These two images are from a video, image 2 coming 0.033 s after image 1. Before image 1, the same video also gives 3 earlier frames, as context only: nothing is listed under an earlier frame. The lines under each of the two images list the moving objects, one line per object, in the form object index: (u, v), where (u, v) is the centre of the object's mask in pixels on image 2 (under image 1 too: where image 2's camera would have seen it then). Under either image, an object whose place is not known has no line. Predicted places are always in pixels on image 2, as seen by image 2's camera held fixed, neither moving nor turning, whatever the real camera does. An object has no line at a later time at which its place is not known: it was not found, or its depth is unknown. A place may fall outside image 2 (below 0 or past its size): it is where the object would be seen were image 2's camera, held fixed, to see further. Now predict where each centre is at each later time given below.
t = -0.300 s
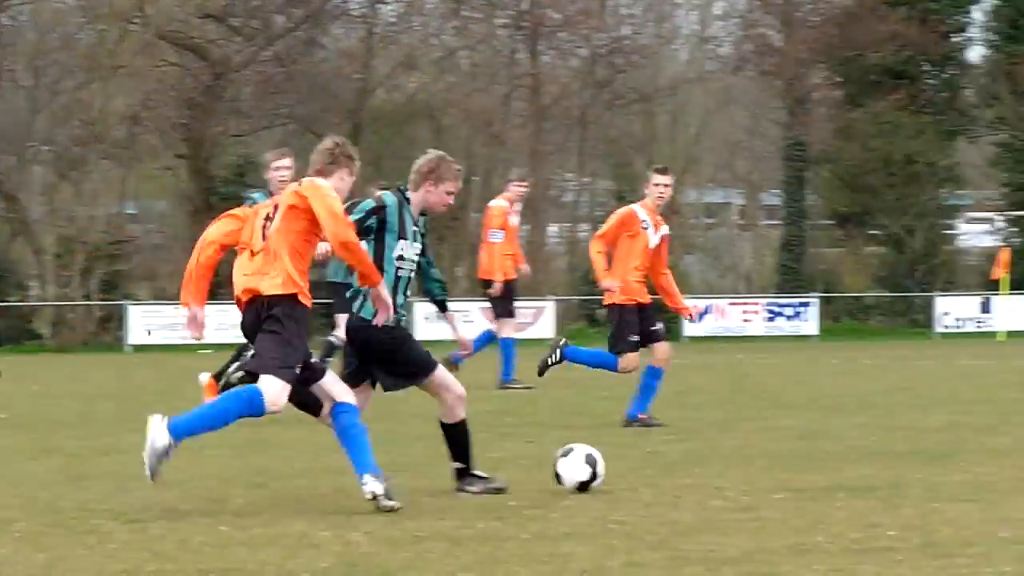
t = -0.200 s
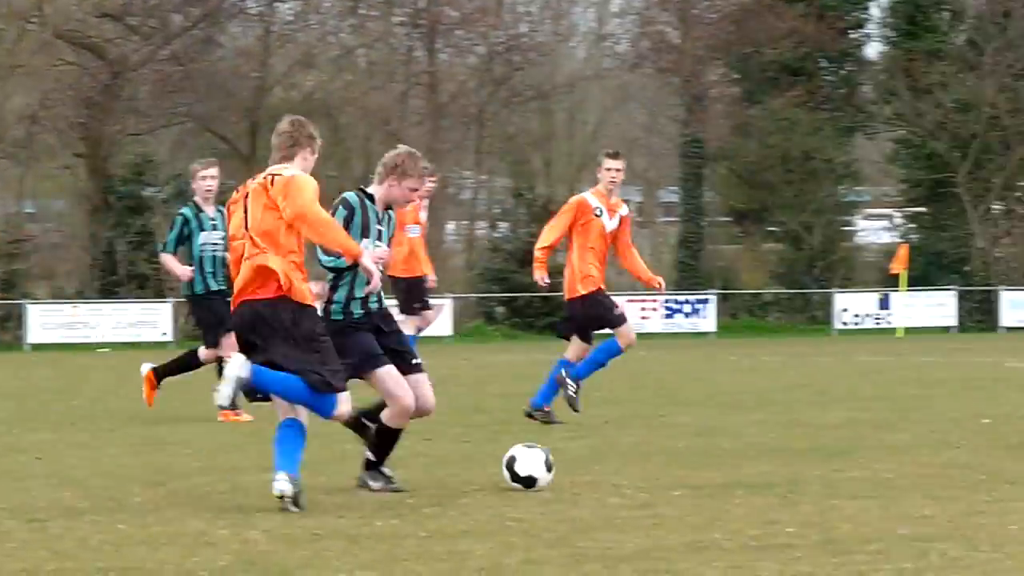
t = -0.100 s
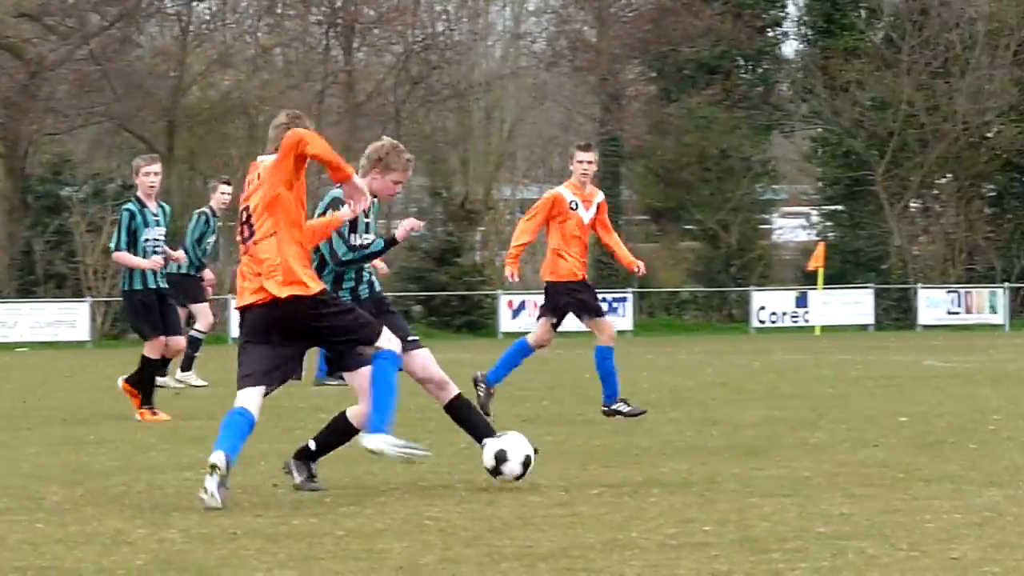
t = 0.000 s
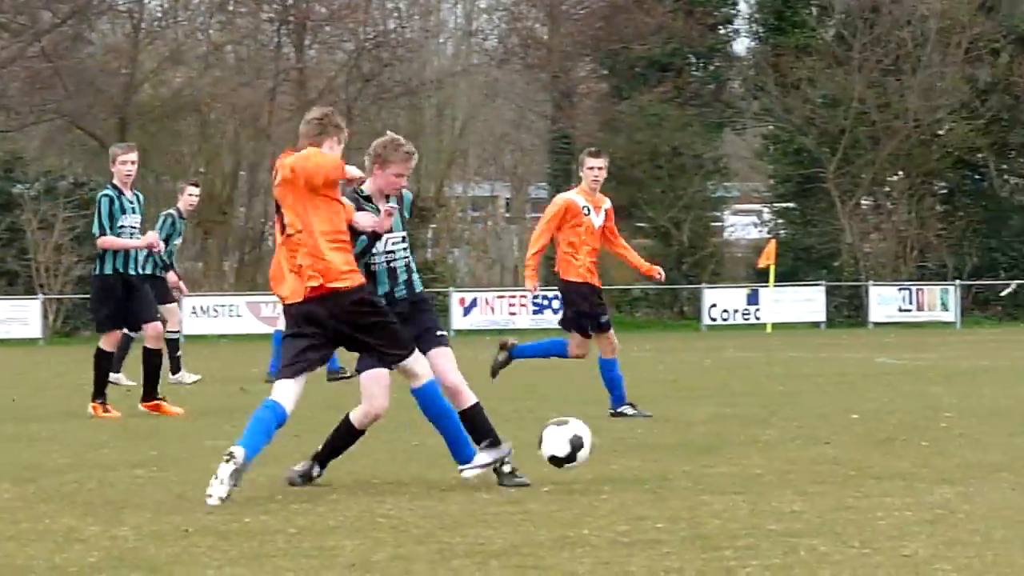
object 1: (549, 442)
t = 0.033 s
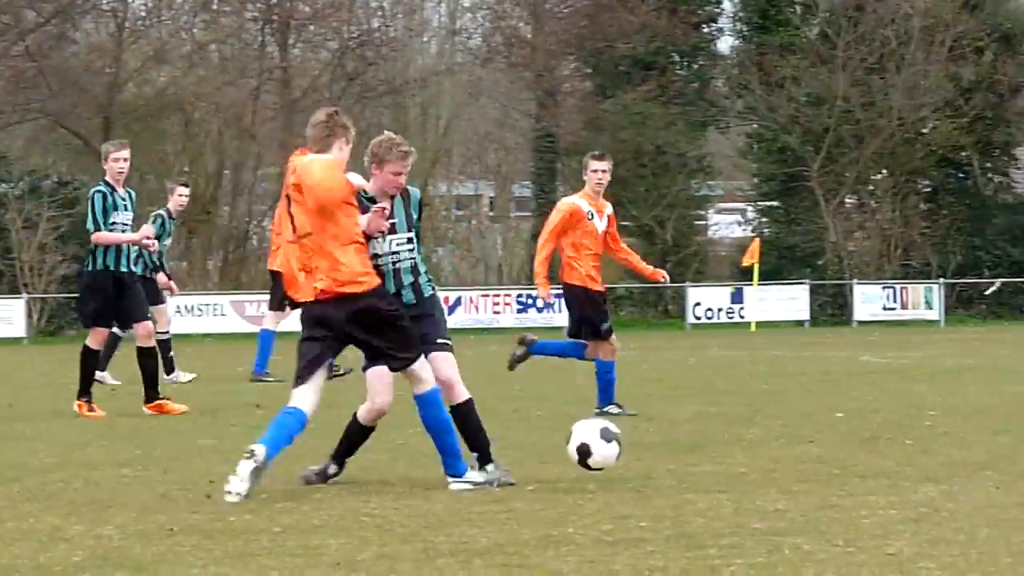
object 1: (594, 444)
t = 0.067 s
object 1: (639, 447)
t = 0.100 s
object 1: (683, 452)
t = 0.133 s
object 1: (728, 462)
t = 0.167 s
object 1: (771, 469)
